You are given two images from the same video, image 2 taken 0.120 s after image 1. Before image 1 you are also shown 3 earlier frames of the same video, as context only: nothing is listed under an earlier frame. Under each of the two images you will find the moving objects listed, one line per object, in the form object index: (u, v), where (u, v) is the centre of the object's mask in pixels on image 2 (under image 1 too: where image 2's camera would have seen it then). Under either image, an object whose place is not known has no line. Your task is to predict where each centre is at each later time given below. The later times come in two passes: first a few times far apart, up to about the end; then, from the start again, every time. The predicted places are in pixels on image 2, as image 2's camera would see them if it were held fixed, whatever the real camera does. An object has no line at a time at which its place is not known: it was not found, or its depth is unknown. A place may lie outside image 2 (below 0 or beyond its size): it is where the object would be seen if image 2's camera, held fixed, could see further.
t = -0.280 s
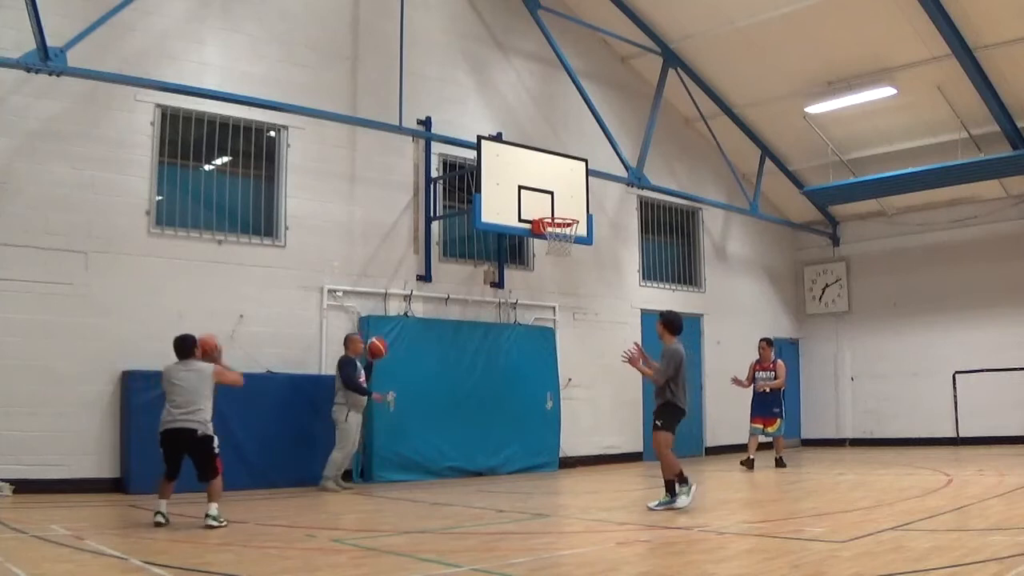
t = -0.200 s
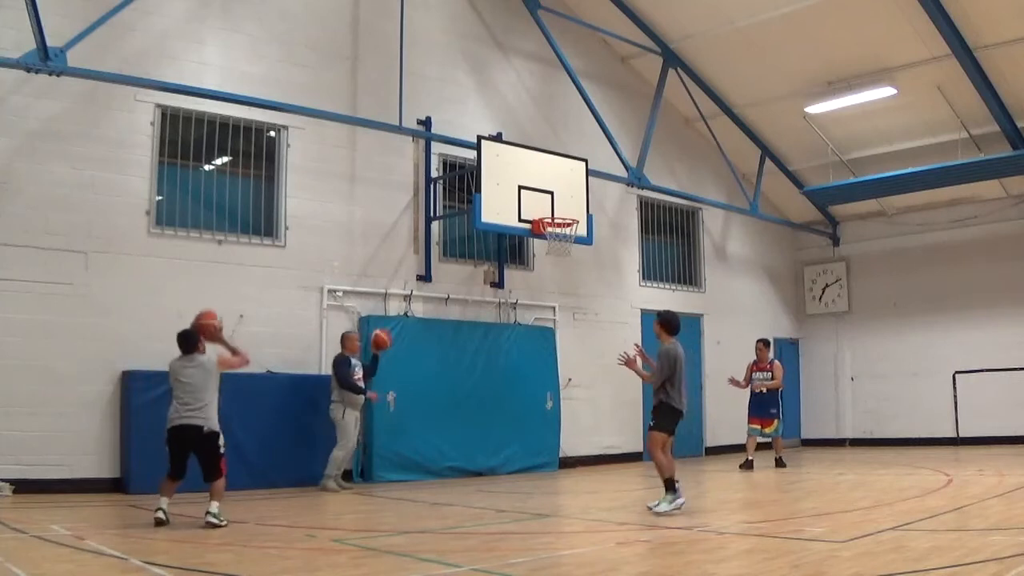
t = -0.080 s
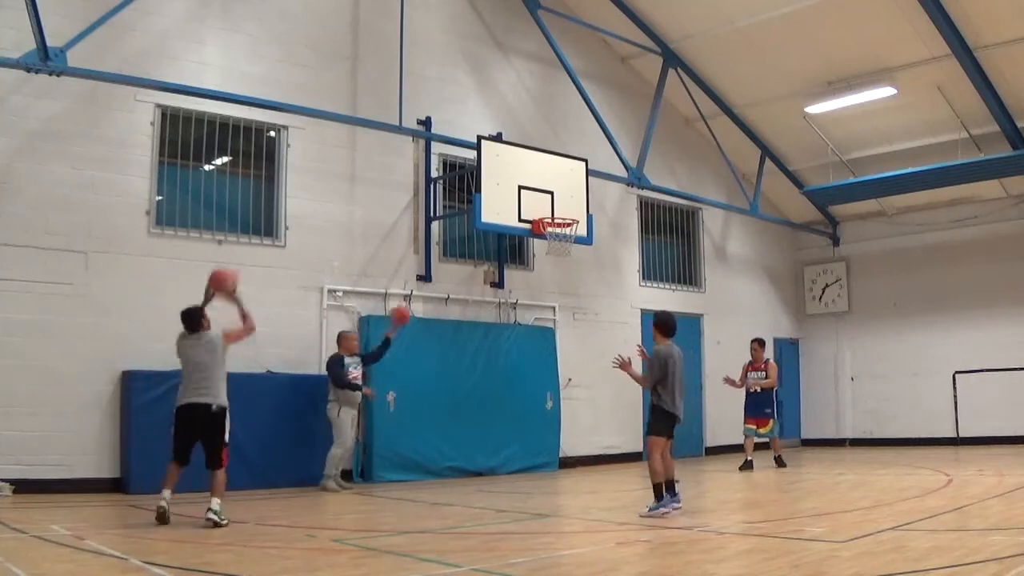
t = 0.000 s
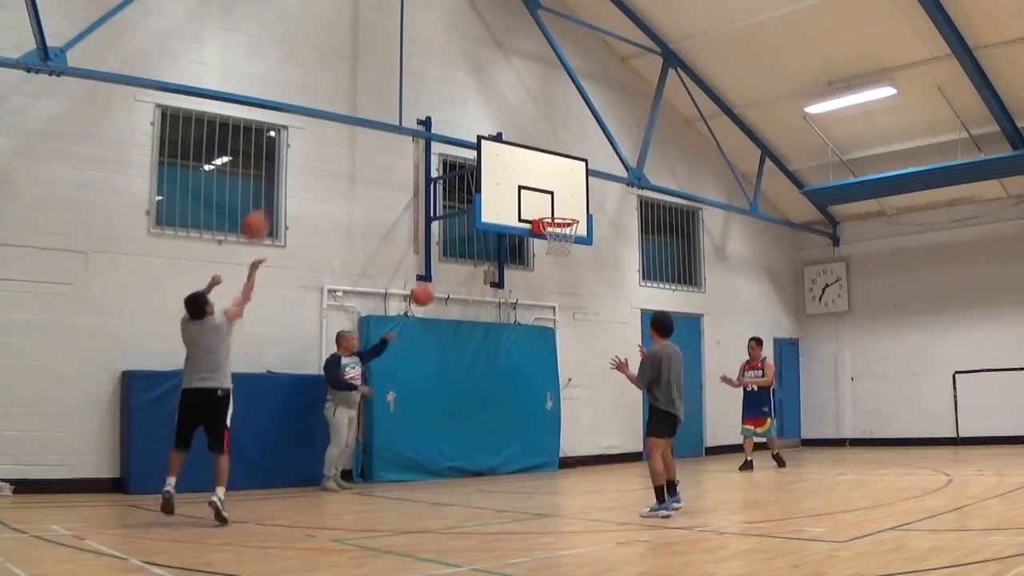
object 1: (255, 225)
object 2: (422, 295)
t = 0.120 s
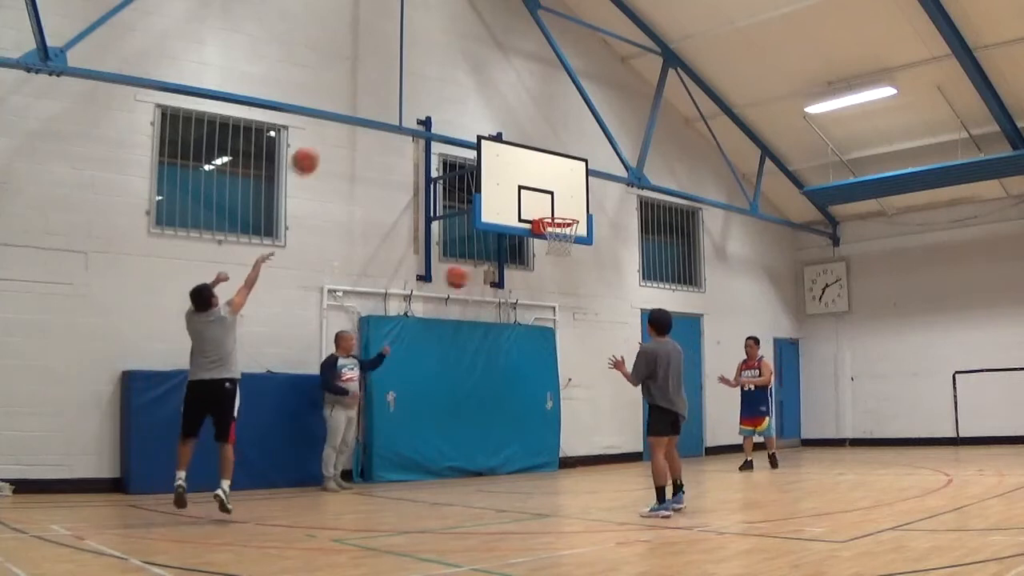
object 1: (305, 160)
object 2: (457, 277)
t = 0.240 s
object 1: (350, 116)
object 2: (496, 270)
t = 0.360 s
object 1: (389, 91)
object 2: (538, 279)
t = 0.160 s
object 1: (320, 144)
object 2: (469, 273)
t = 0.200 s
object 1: (335, 129)
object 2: (483, 271)
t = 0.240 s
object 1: (350, 116)
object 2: (496, 270)
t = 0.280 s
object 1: (363, 105)
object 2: (509, 271)
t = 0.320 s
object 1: (376, 98)
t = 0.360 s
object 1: (389, 91)
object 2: (538, 279)
